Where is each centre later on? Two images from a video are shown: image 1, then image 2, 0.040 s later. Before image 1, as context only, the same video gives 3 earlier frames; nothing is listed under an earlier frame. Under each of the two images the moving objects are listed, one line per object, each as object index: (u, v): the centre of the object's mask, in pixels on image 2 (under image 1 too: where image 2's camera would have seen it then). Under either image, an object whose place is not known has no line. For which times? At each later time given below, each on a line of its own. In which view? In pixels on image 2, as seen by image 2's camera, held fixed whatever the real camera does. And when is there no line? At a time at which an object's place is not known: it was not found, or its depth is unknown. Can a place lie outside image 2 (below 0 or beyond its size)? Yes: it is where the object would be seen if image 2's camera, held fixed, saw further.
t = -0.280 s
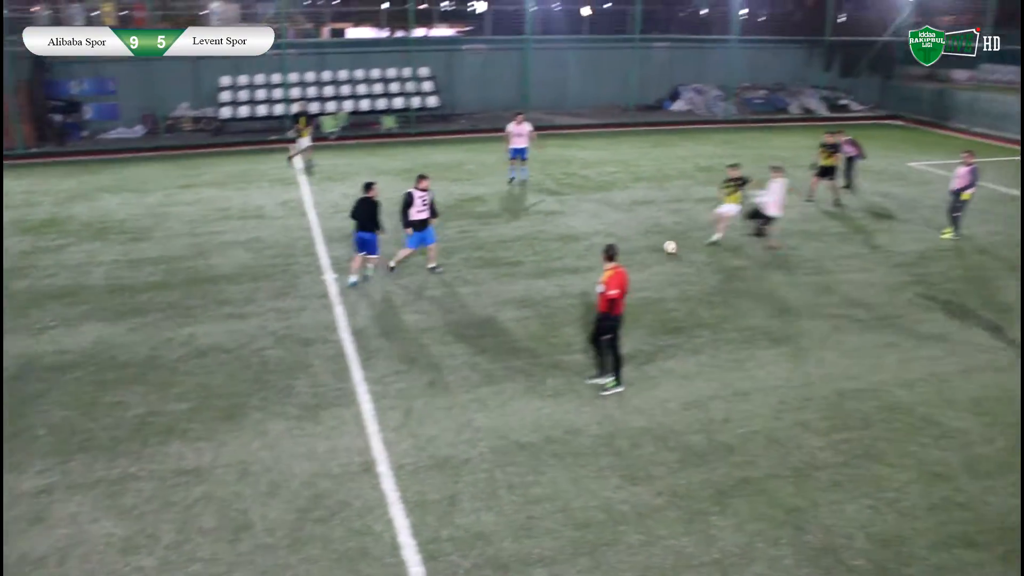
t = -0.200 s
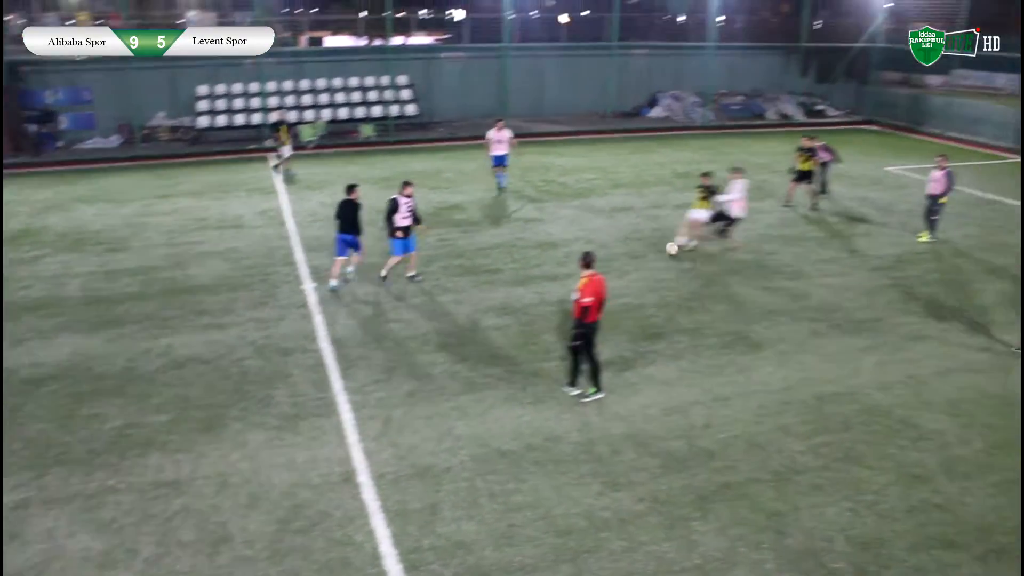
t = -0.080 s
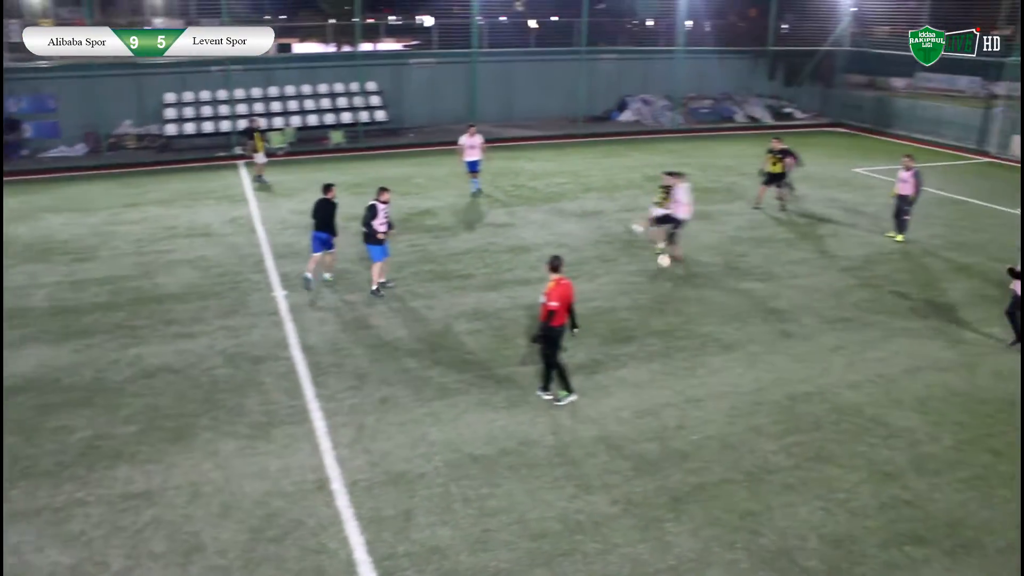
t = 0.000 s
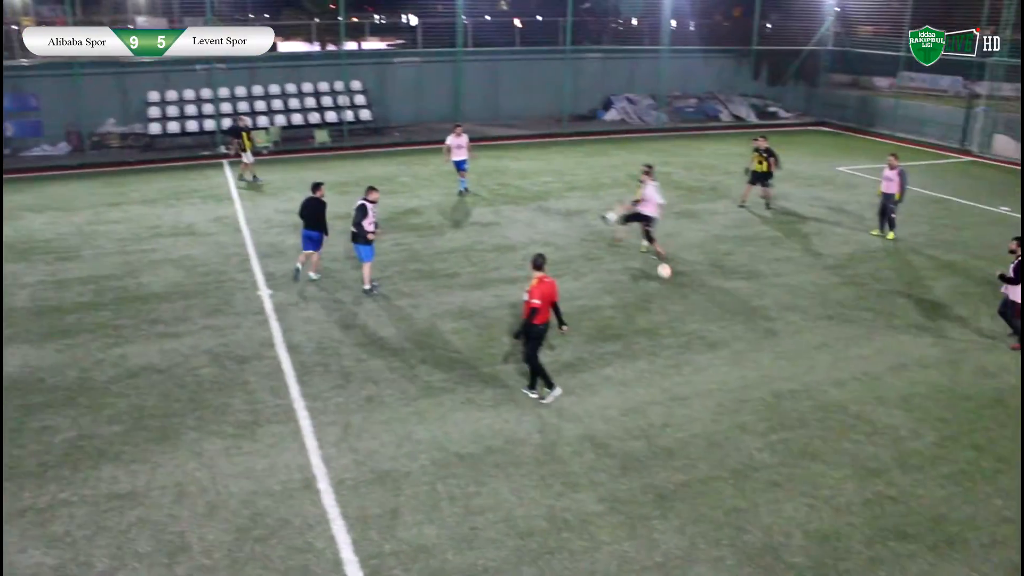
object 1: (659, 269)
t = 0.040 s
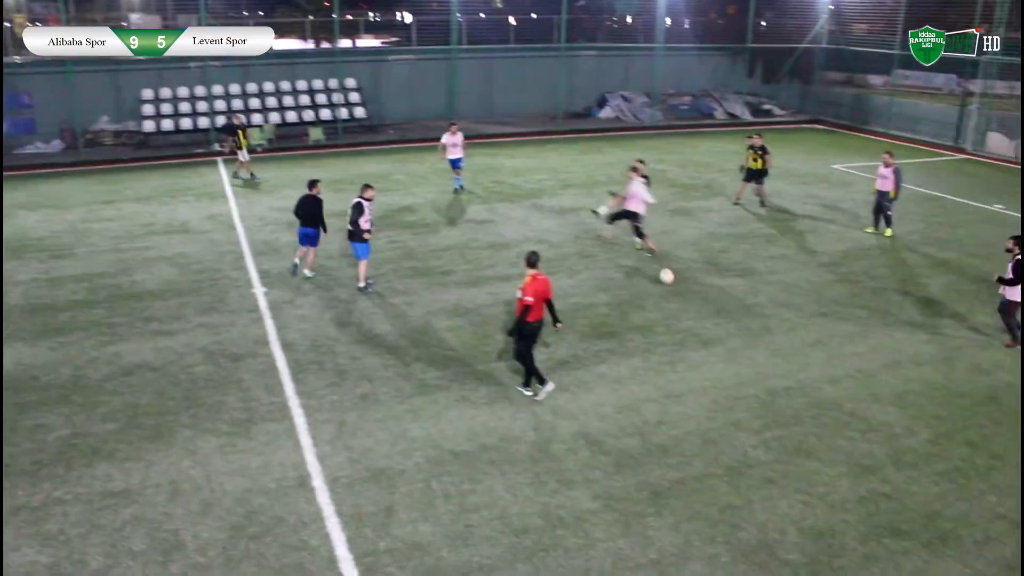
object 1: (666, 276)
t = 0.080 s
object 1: (675, 285)
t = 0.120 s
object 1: (682, 289)
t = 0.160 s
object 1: (691, 291)
